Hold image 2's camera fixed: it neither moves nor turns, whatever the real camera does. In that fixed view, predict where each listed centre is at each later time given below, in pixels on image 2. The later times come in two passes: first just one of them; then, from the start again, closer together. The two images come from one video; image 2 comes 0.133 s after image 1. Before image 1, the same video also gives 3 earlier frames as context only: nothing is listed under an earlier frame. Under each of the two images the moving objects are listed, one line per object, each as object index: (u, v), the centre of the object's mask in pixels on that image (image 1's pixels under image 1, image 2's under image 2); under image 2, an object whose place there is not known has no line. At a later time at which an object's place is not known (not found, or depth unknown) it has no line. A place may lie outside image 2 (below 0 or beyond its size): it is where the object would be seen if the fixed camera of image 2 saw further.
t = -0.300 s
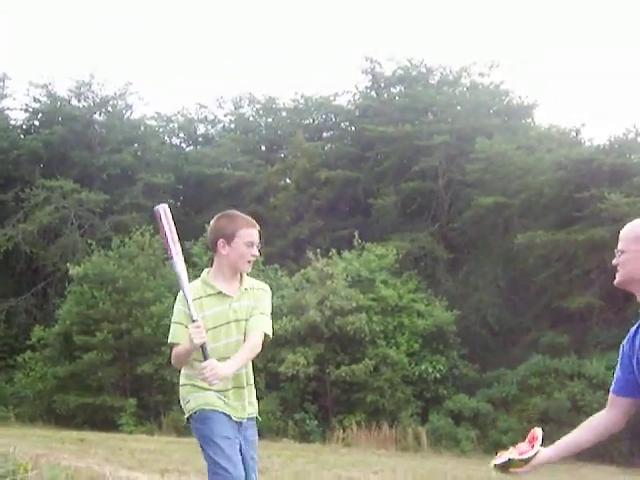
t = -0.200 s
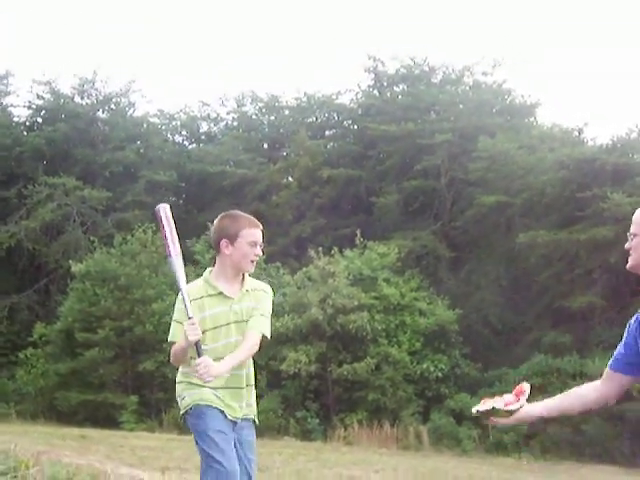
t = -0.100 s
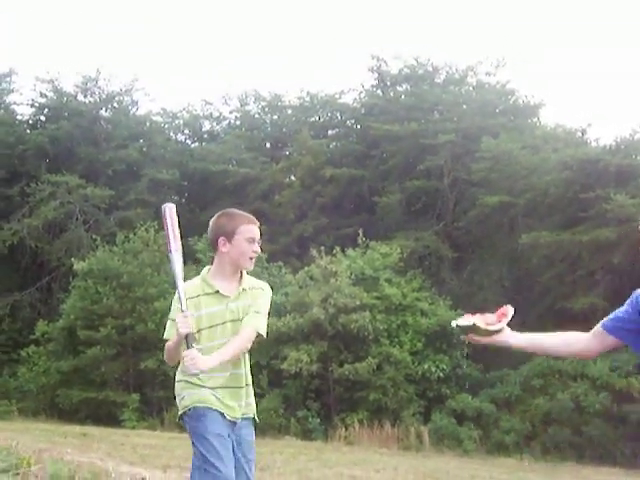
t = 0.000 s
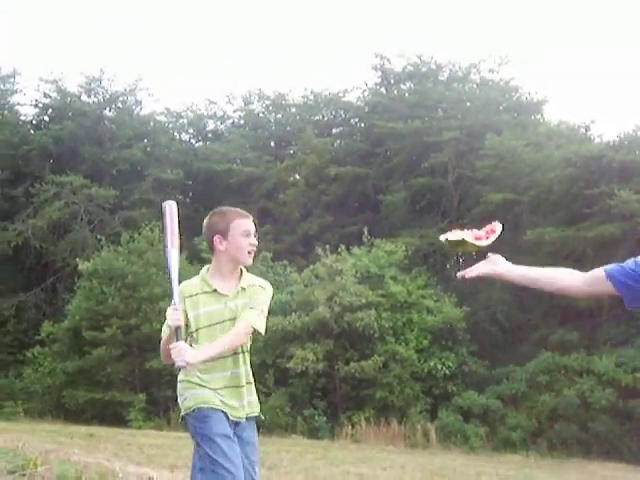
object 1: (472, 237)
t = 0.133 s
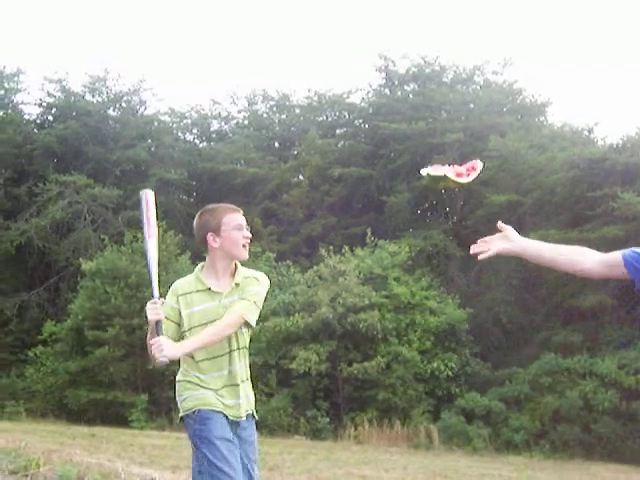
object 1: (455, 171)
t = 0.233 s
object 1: (438, 154)
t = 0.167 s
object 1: (452, 163)
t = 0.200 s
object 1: (444, 157)
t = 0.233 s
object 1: (438, 154)
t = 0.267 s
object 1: (429, 153)
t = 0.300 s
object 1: (425, 155)
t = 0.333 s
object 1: (420, 159)
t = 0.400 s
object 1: (408, 177)
